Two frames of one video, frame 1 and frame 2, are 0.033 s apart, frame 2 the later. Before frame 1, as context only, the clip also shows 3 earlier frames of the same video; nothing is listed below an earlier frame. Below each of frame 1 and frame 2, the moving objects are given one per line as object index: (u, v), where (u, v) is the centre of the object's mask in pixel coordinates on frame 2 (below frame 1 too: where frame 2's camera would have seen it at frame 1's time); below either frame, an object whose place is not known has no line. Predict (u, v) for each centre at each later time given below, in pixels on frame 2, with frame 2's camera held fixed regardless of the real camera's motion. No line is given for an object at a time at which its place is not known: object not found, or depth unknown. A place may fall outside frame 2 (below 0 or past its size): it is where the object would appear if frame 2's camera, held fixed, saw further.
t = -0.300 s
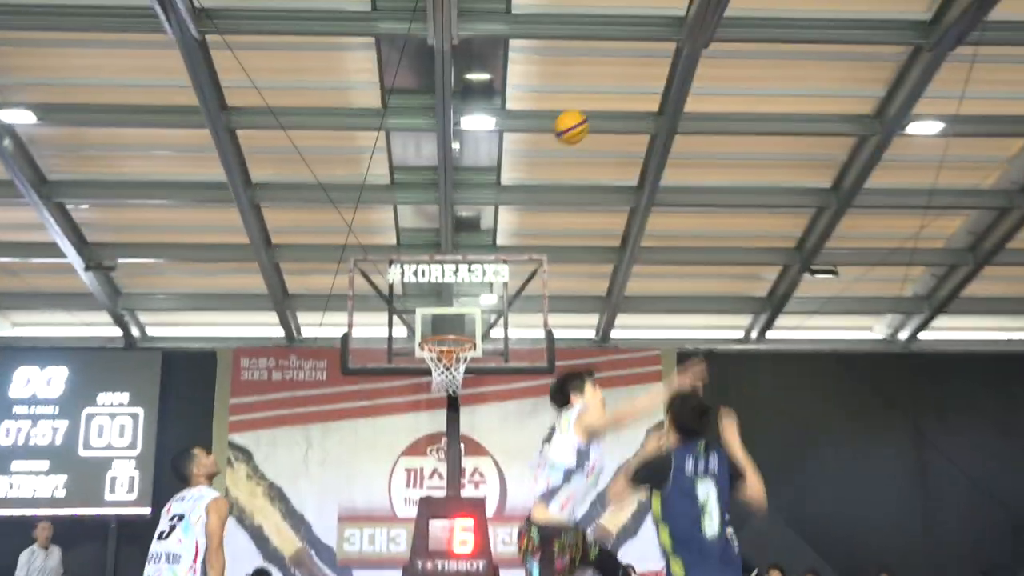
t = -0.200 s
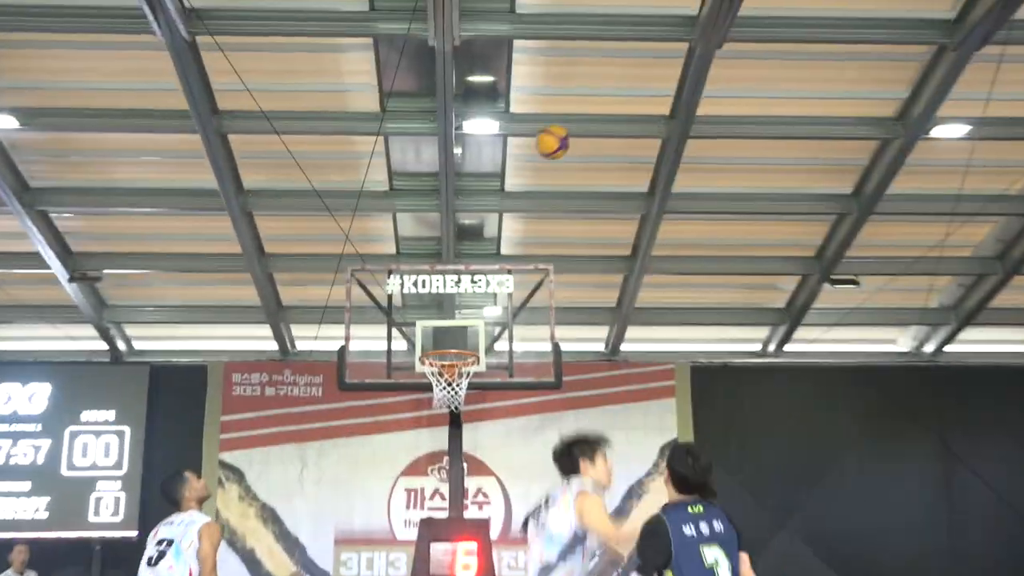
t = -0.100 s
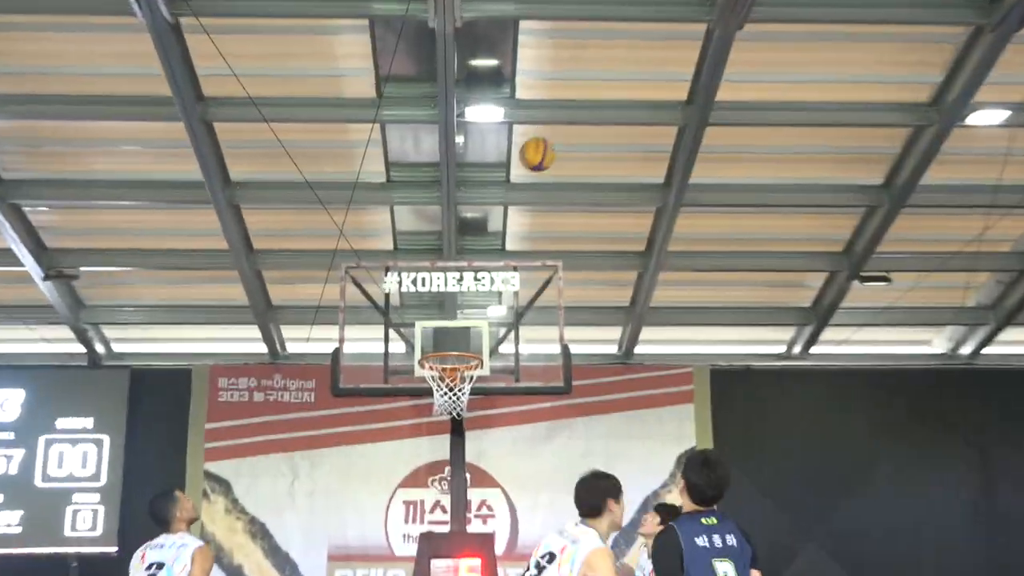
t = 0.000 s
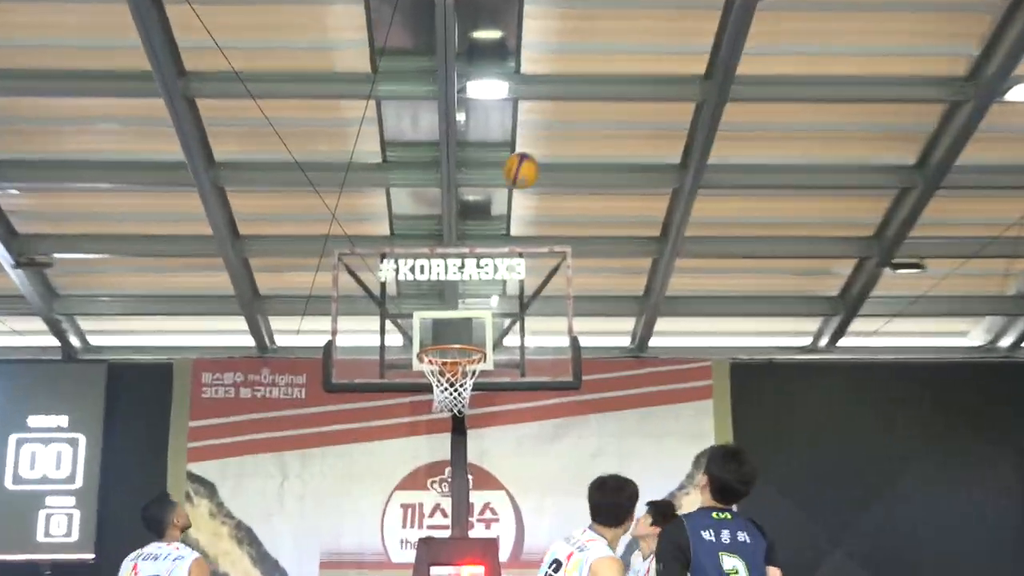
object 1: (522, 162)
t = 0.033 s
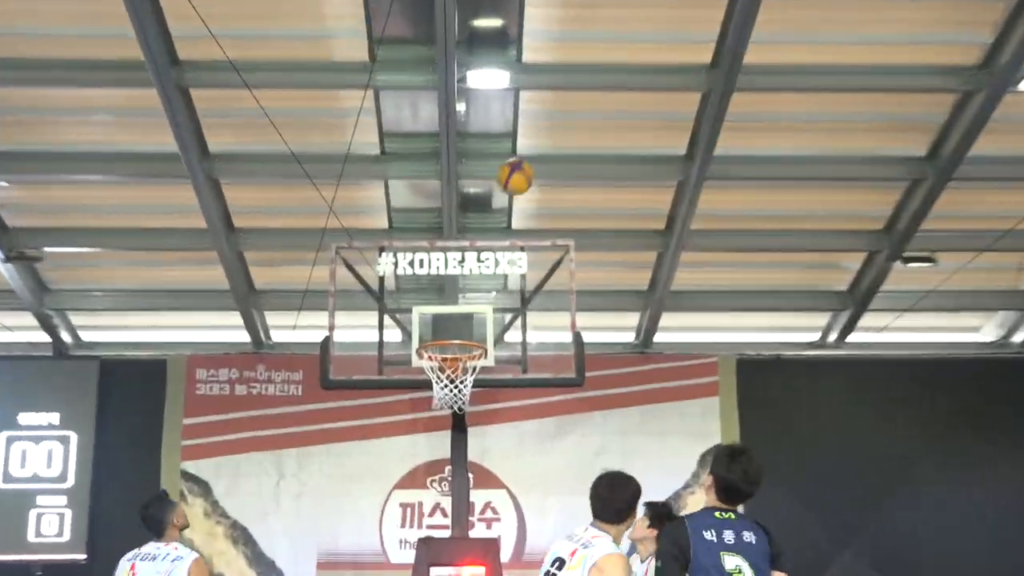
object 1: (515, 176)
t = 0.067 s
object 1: (508, 194)
